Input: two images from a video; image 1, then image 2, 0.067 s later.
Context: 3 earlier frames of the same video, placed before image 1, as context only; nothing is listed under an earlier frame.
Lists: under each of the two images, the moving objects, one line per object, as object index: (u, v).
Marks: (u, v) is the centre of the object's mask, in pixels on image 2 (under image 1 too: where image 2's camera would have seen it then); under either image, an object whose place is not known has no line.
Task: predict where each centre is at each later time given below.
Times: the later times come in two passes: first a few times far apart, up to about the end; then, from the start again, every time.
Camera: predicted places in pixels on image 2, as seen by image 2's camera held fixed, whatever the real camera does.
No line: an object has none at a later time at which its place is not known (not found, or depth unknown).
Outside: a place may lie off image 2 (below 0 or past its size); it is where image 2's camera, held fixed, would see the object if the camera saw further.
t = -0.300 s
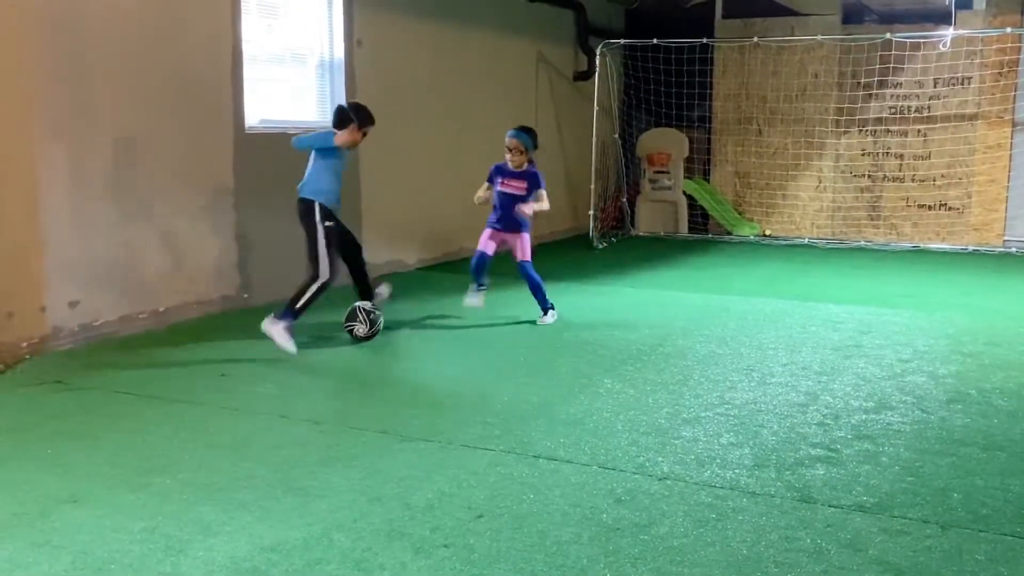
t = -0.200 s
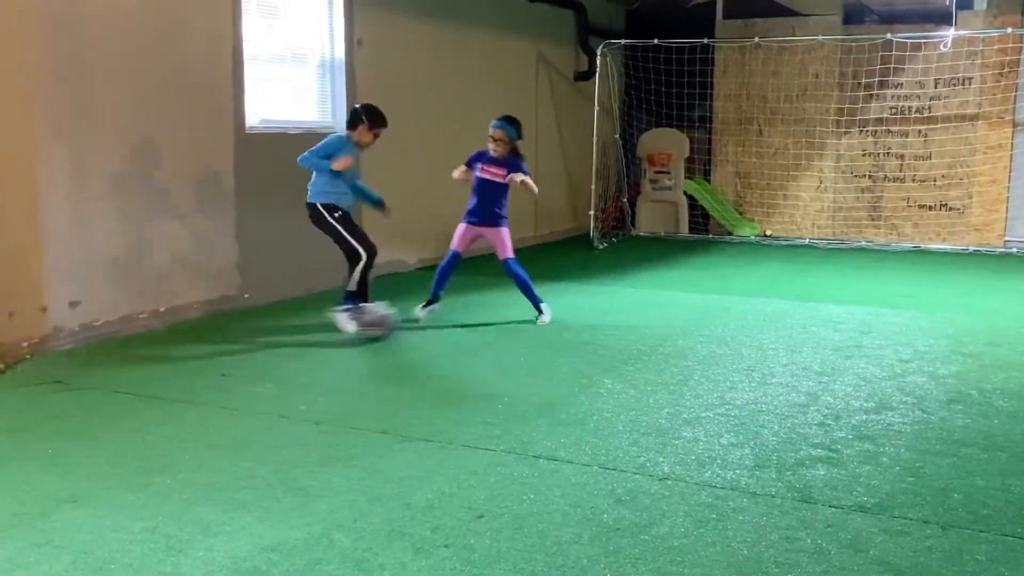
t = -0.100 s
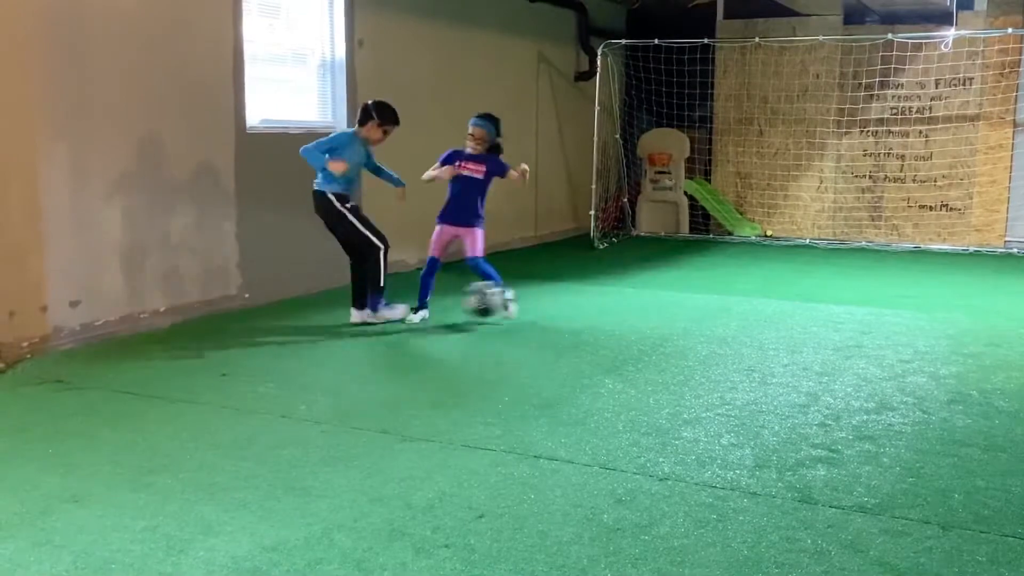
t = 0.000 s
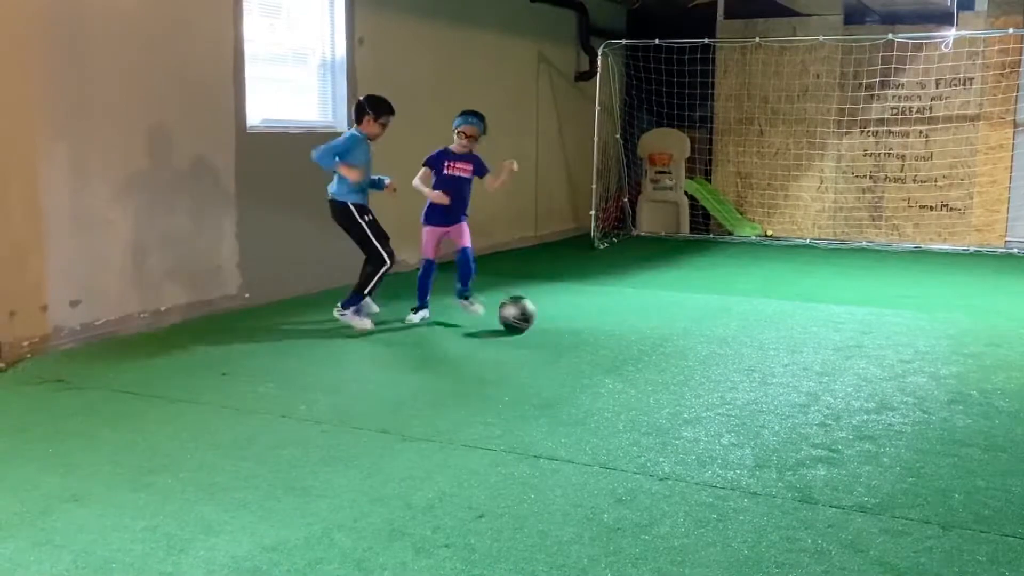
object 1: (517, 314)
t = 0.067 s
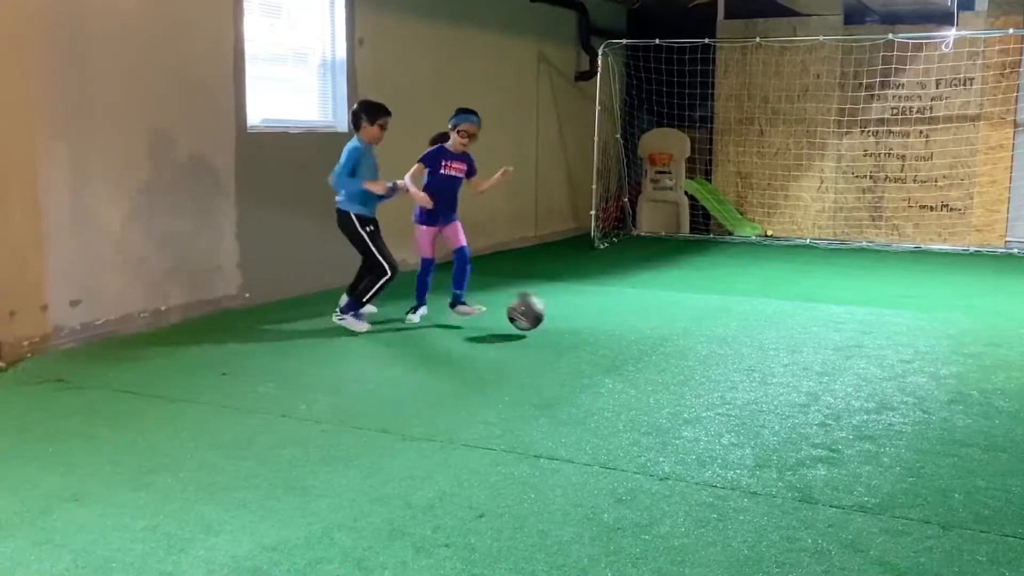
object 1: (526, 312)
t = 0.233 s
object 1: (548, 324)
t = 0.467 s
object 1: (586, 340)
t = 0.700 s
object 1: (629, 357)
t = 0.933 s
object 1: (681, 376)
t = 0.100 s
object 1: (529, 313)
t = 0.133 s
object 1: (533, 317)
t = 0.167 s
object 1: (538, 323)
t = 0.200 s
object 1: (543, 324)
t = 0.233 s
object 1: (548, 324)
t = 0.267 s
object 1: (553, 325)
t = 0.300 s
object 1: (558, 331)
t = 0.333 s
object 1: (563, 332)
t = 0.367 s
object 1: (569, 333)
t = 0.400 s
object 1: (575, 337)
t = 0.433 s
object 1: (581, 339)
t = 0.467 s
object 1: (586, 340)
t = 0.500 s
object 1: (591, 344)
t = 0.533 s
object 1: (597, 346)
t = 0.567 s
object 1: (604, 348)
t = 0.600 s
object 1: (611, 351)
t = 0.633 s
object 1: (616, 353)
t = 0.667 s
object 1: (623, 355)
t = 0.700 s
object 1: (629, 357)
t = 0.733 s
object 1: (636, 360)
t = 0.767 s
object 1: (643, 363)
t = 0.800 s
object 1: (651, 366)
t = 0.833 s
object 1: (658, 368)
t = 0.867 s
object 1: (666, 372)
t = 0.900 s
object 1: (673, 373)
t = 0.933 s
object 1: (681, 376)
